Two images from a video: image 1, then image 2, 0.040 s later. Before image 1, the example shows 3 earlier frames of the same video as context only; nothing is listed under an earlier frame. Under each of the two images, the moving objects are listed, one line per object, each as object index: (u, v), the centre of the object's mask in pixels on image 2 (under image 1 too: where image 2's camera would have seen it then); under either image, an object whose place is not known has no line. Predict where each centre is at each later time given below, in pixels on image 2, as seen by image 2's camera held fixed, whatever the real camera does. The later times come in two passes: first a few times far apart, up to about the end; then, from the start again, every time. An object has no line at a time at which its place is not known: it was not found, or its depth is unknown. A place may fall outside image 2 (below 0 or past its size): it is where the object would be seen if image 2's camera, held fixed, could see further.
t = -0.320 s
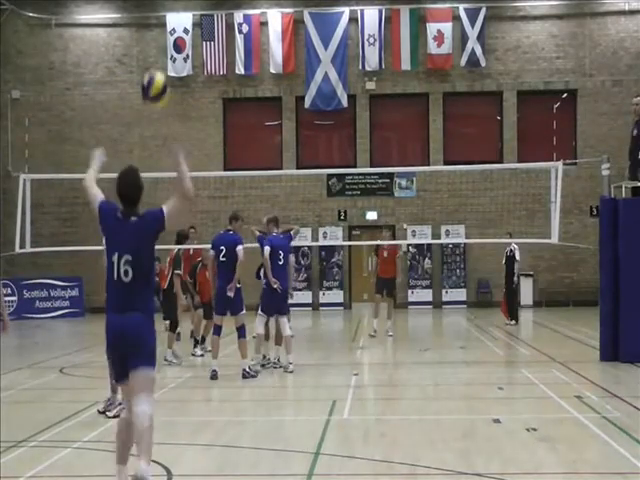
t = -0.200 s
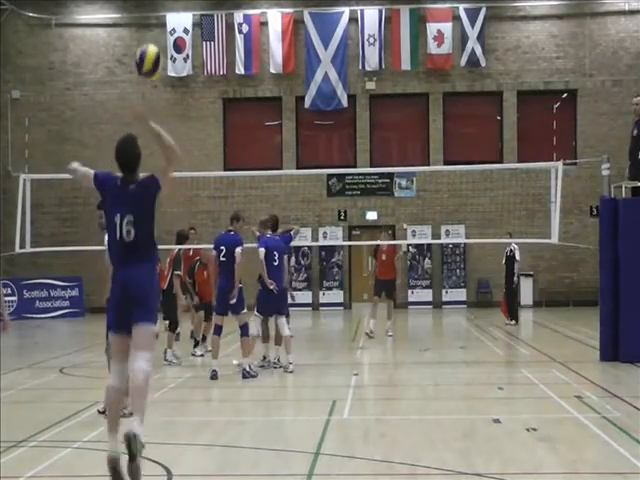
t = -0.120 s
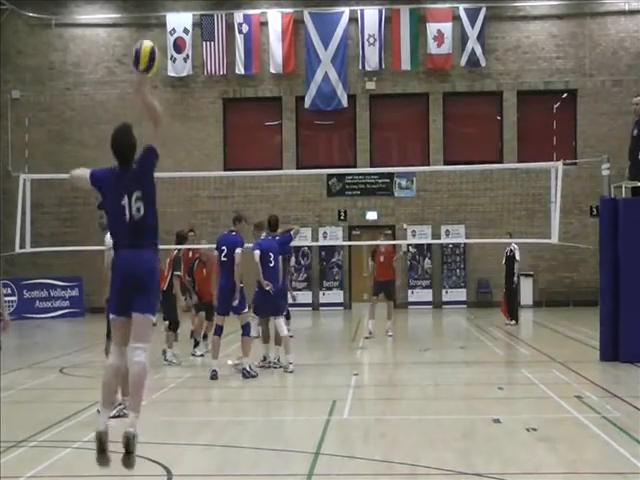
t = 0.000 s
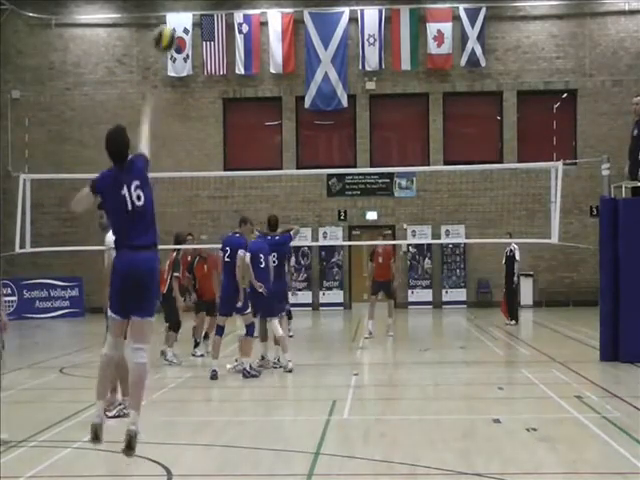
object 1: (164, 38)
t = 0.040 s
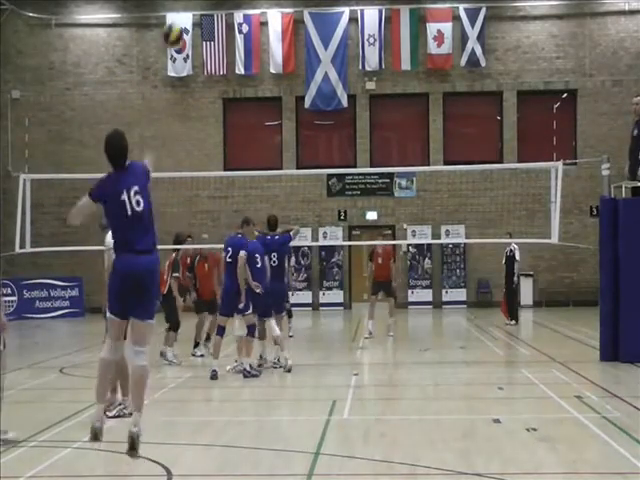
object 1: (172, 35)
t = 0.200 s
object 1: (199, 45)
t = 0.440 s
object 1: (227, 105)
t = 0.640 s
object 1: (250, 163)
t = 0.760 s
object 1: (260, 203)
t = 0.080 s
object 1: (180, 33)
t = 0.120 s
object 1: (188, 35)
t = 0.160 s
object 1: (193, 39)
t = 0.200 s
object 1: (199, 45)
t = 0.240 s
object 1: (204, 54)
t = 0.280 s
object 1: (210, 64)
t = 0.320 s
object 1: (214, 74)
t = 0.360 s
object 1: (219, 85)
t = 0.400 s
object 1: (223, 94)
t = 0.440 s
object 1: (227, 105)
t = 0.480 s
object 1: (232, 117)
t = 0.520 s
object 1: (236, 127)
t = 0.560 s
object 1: (241, 139)
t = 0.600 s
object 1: (246, 151)
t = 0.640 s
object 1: (250, 163)
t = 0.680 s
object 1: (254, 172)
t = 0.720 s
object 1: (257, 189)
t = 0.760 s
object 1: (260, 203)
